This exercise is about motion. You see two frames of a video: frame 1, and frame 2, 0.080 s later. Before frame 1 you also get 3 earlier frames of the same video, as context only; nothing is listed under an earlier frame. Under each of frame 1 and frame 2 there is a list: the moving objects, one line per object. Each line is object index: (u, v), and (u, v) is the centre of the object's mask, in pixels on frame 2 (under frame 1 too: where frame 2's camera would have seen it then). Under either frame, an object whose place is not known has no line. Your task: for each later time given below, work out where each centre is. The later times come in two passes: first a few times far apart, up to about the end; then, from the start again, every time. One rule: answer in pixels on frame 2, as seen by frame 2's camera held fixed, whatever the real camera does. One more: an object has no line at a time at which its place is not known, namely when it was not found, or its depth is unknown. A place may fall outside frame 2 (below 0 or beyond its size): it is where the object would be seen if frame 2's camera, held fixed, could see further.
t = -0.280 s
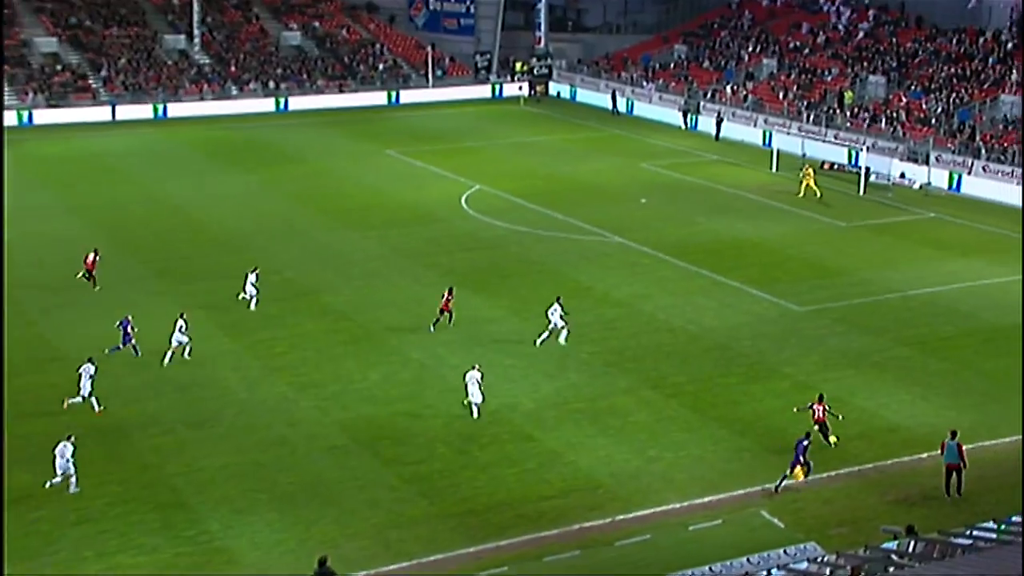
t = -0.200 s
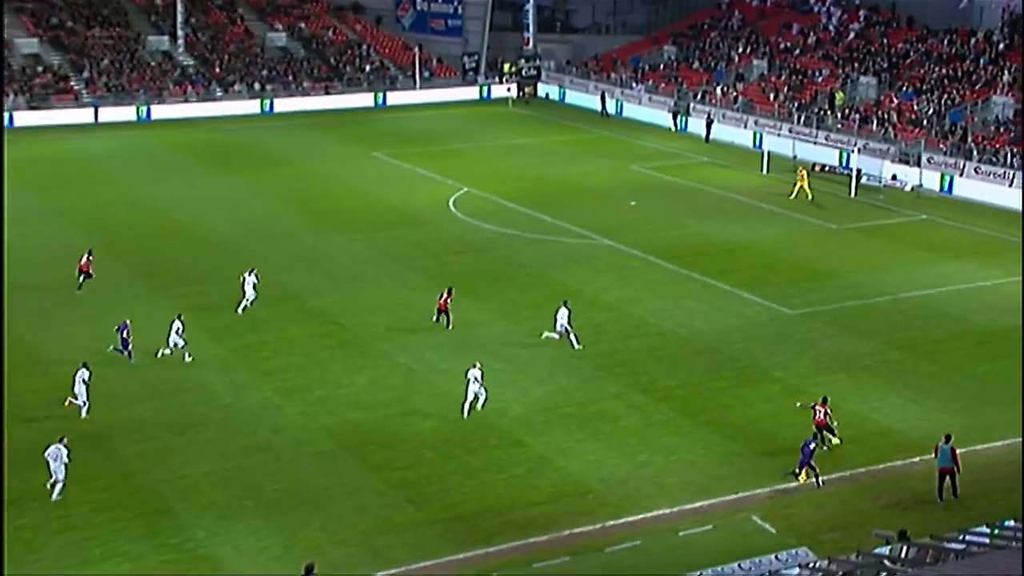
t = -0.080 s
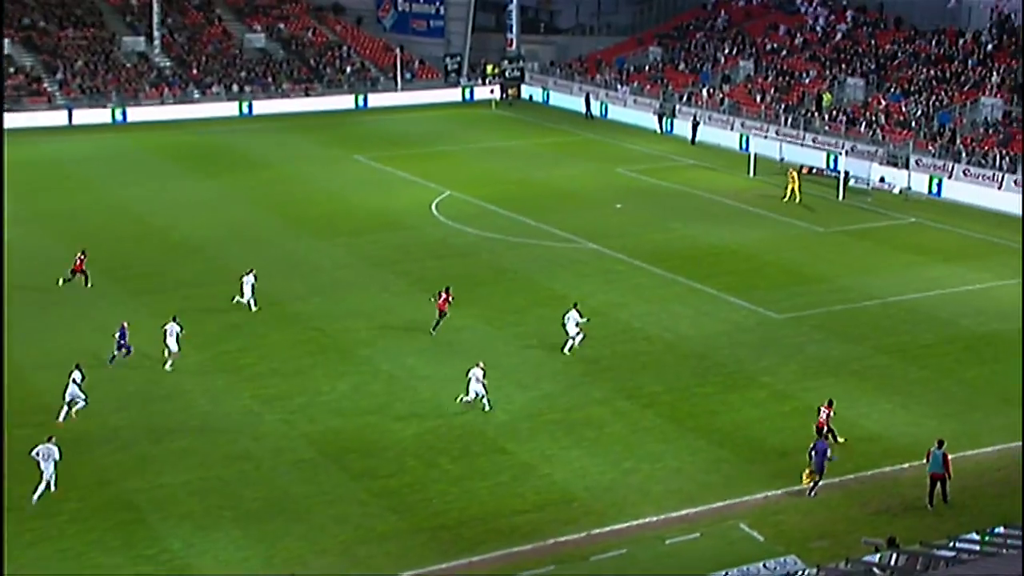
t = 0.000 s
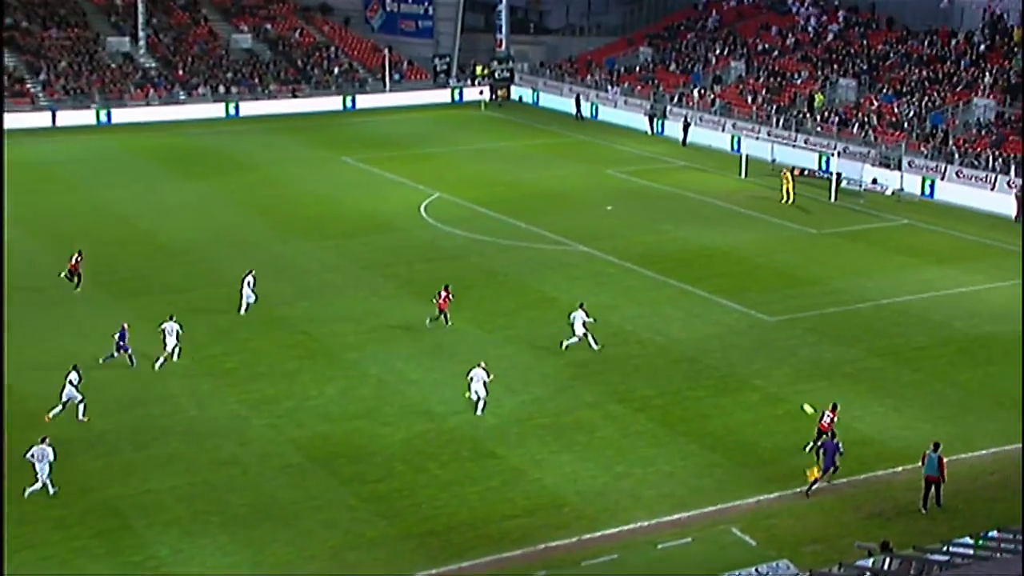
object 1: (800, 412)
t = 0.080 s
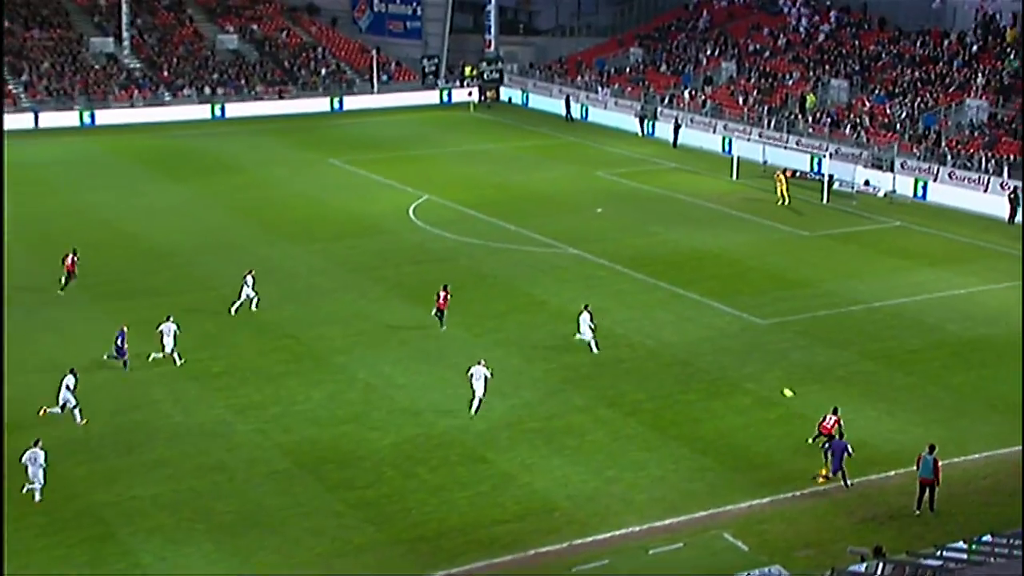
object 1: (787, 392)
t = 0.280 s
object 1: (756, 358)
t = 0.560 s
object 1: (718, 315)
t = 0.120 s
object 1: (781, 384)
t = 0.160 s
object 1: (775, 376)
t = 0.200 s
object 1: (768, 369)
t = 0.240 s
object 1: (762, 363)
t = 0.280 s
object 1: (756, 358)
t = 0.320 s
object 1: (750, 353)
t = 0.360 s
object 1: (744, 349)
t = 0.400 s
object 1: (739, 341)
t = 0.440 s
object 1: (733, 333)
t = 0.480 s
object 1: (728, 326)
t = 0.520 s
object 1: (724, 320)
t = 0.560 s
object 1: (718, 315)
